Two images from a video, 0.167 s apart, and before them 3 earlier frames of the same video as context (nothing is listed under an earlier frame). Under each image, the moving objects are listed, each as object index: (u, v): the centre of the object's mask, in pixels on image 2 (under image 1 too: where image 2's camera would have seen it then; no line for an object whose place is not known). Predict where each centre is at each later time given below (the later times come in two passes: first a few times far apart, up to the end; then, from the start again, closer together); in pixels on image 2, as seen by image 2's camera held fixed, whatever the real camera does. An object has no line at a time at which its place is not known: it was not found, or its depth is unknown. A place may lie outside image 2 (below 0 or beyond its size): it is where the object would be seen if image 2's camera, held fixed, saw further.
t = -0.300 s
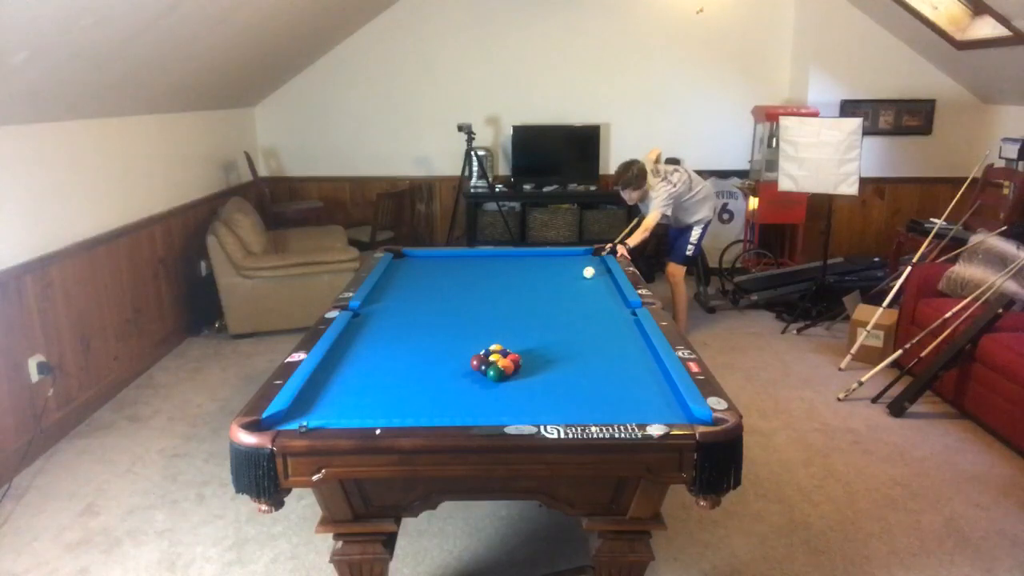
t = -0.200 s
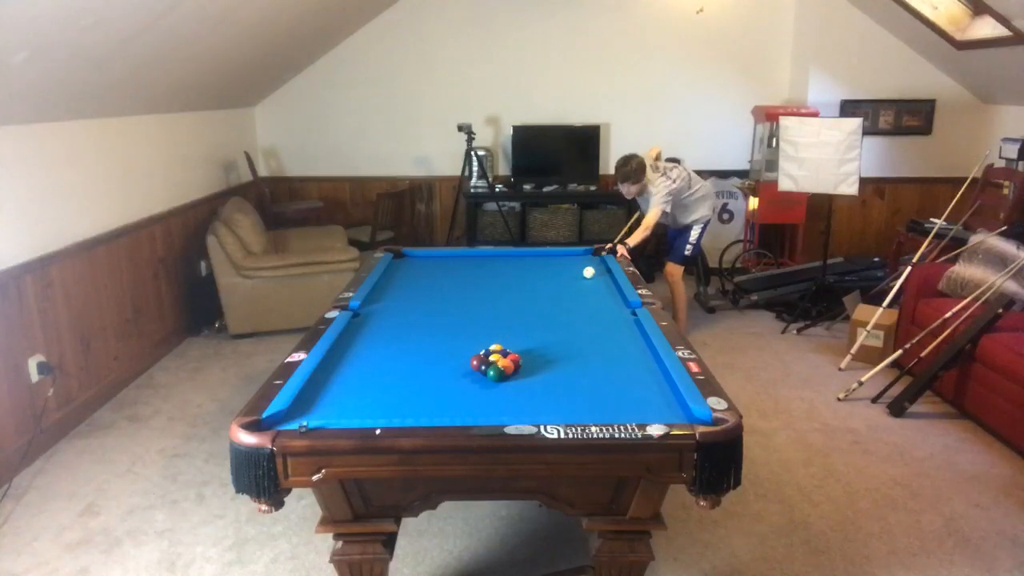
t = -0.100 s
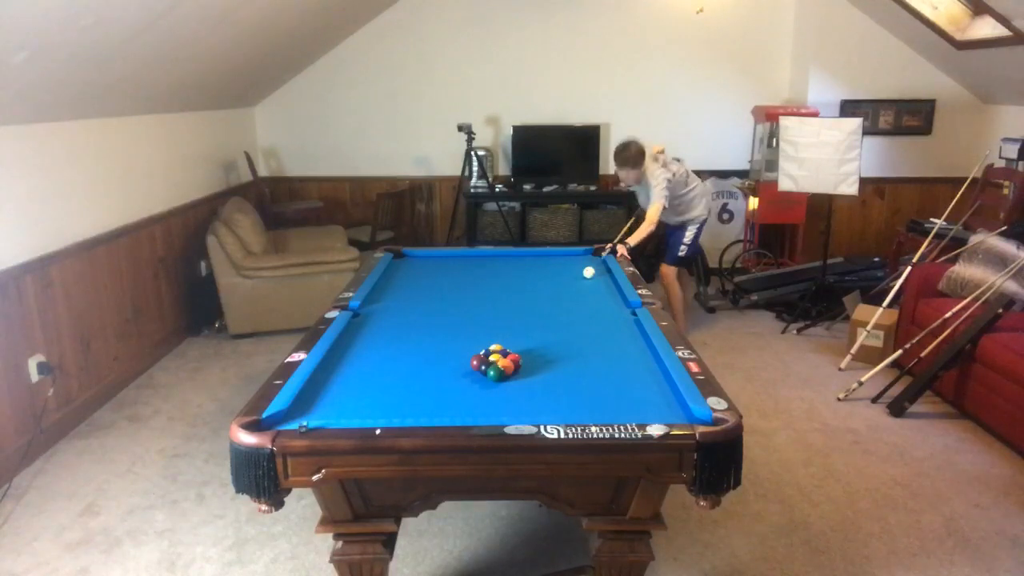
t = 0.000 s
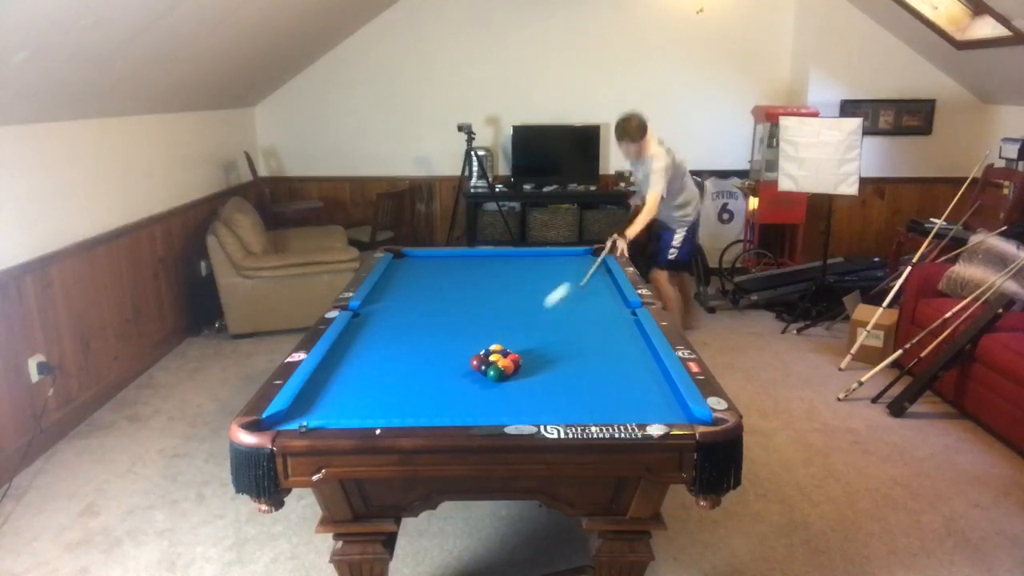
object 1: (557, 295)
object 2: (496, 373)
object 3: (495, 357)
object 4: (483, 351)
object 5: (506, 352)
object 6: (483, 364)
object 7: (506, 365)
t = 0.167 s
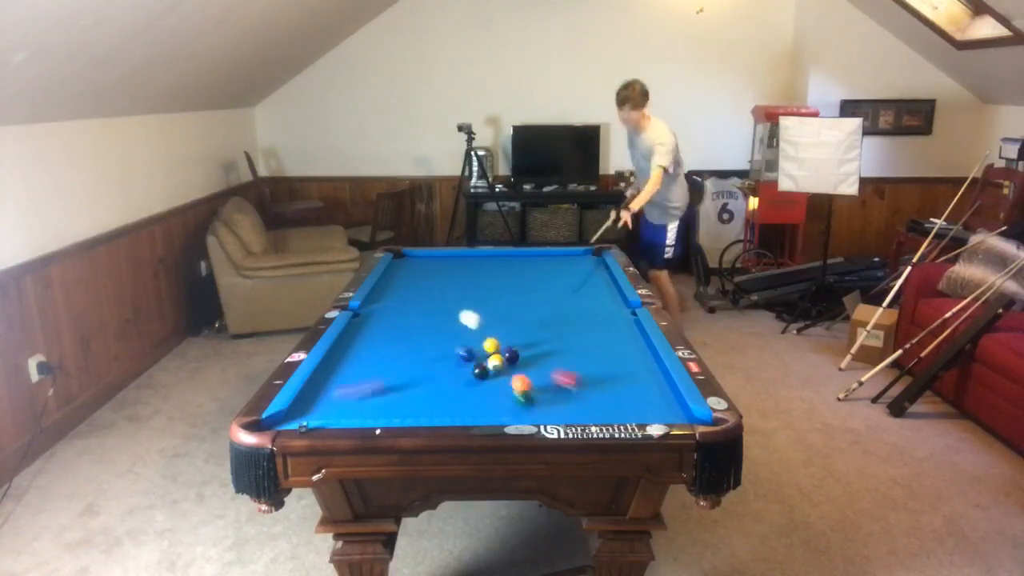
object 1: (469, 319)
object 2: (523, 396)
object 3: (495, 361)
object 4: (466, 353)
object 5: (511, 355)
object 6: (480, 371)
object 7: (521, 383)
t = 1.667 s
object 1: (468, 317)
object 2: (417, 324)
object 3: (495, 365)
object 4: (432, 312)
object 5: (584, 323)
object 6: (382, 413)
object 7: (511, 314)
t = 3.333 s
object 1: (542, 323)
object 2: (414, 279)
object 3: (495, 365)
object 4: (485, 272)
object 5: (609, 294)
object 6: (360, 402)
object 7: (500, 271)
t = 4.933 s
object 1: (561, 323)
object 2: (444, 258)
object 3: (496, 365)
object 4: (479, 253)
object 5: (592, 286)
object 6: (361, 401)
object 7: (505, 255)
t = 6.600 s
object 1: (561, 323)
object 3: (496, 365)
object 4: (463, 253)
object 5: (592, 286)
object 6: (361, 401)
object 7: (514, 255)
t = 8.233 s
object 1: (561, 323)
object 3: (496, 365)
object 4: (463, 253)
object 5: (592, 286)
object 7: (514, 255)
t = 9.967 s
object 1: (561, 323)
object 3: (495, 365)
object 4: (460, 253)
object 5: (592, 286)
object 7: (514, 255)
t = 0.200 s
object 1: (459, 314)
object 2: (537, 408)
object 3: (496, 362)
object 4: (458, 352)
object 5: (512, 355)
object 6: (478, 372)
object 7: (528, 391)
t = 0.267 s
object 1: (438, 312)
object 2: (553, 410)
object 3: (496, 363)
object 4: (448, 349)
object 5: (517, 354)
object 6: (474, 374)
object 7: (540, 401)
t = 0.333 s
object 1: (419, 322)
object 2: (570, 408)
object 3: (496, 364)
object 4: (436, 346)
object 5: (521, 352)
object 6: (469, 376)
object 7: (535, 392)
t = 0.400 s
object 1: (400, 318)
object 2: (582, 403)
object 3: (496, 364)
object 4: (424, 344)
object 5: (524, 351)
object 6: (464, 379)
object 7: (532, 384)
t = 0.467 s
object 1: (383, 316)
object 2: (594, 397)
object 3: (496, 364)
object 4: (413, 342)
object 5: (528, 350)
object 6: (460, 381)
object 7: (529, 377)
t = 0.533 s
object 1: (367, 315)
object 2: (605, 391)
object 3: (496, 365)
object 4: (403, 339)
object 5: (532, 349)
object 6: (455, 383)
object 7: (527, 373)
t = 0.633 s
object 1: (368, 314)
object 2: (639, 383)
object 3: (496, 365)
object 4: (387, 336)
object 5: (537, 347)
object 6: (448, 387)
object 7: (525, 365)
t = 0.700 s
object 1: (378, 315)
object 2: (660, 376)
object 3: (496, 365)
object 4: (377, 335)
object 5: (540, 346)
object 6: (444, 389)
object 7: (524, 361)
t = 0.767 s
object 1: (387, 314)
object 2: (632, 367)
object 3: (496, 365)
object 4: (367, 332)
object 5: (543, 345)
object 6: (439, 391)
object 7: (523, 357)
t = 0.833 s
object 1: (396, 314)
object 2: (612, 362)
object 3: (496, 365)
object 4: (356, 329)
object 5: (546, 345)
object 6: (435, 393)
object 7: (521, 353)
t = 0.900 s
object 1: (405, 314)
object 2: (595, 358)
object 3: (496, 365)
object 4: (351, 328)
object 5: (549, 344)
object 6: (430, 396)
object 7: (520, 349)
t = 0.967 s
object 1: (413, 314)
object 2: (576, 353)
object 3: (495, 365)
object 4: (360, 326)
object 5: (552, 342)
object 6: (425, 398)
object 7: (519, 346)
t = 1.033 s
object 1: (422, 314)
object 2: (561, 347)
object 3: (495, 365)
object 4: (368, 326)
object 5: (555, 338)
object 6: (420, 400)
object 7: (518, 342)
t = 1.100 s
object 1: (430, 314)
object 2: (542, 345)
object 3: (495, 365)
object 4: (377, 323)
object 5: (558, 340)
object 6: (416, 402)
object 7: (517, 339)
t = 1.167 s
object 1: (435, 314)
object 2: (528, 341)
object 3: (495, 365)
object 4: (384, 322)
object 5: (561, 337)
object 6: (412, 405)
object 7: (516, 335)
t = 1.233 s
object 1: (440, 314)
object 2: (510, 339)
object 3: (496, 365)
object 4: (390, 320)
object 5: (565, 335)
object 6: (407, 407)
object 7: (516, 330)
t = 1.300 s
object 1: (444, 315)
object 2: (495, 336)
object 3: (496, 365)
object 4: (397, 319)
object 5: (568, 333)
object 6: (403, 408)
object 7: (515, 328)
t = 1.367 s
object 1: (449, 315)
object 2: (480, 334)
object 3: (496, 365)
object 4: (403, 317)
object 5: (571, 331)
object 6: (398, 409)
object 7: (514, 326)
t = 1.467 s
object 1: (455, 315)
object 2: (458, 329)
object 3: (496, 365)
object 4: (414, 315)
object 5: (576, 326)
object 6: (392, 412)
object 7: (512, 322)
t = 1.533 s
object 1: (459, 316)
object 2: (444, 328)
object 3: (496, 365)
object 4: (420, 314)
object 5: (579, 326)
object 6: (387, 413)
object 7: (512, 319)
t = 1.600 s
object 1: (463, 316)
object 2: (430, 325)
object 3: (496, 365)
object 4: (427, 313)
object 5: (582, 325)
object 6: (383, 414)
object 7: (511, 316)
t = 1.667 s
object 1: (468, 317)
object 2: (417, 324)
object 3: (495, 365)
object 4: (432, 312)
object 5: (584, 323)
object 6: (382, 413)
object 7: (511, 314)
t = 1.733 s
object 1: (471, 317)
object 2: (404, 321)
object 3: (495, 365)
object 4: (438, 310)
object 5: (587, 321)
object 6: (380, 413)
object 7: (510, 311)
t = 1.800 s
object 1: (475, 317)
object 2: (391, 319)
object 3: (495, 365)
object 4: (443, 309)
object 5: (589, 319)
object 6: (378, 412)
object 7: (509, 309)
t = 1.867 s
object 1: (479, 318)
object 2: (378, 318)
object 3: (495, 365)
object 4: (449, 308)
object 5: (591, 318)
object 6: (377, 412)
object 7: (509, 306)
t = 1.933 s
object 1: (483, 318)
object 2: (365, 314)
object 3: (495, 365)
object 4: (454, 306)
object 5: (594, 316)
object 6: (375, 411)
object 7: (508, 304)
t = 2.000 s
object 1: (486, 318)
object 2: (363, 313)
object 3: (495, 365)
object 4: (460, 305)
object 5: (596, 314)
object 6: (374, 410)
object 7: (508, 302)
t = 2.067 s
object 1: (490, 319)
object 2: (365, 311)
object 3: (495, 365)
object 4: (464, 304)
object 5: (599, 313)
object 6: (372, 410)
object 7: (507, 300)
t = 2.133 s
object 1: (493, 319)
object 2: (370, 309)
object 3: (495, 365)
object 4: (469, 303)
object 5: (601, 312)
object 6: (371, 410)
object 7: (507, 298)
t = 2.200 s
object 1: (497, 319)
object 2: (373, 307)
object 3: (495, 365)
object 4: (475, 302)
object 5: (603, 310)
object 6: (370, 409)
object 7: (507, 296)
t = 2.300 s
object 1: (502, 320)
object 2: (378, 304)
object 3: (495, 365)
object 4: (482, 300)
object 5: (606, 308)
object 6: (368, 408)
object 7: (506, 294)
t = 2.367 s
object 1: (505, 320)
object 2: (381, 302)
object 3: (495, 365)
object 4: (483, 297)
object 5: (608, 307)
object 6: (367, 407)
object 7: (506, 291)
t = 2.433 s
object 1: (508, 320)
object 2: (383, 299)
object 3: (495, 365)
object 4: (483, 295)
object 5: (609, 306)
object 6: (366, 407)
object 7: (505, 290)
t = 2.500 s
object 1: (512, 321)
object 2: (387, 298)
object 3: (495, 365)
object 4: (483, 293)
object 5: (611, 304)
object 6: (365, 406)
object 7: (505, 288)
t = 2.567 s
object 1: (515, 321)
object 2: (389, 296)
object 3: (495, 365)
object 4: (483, 292)
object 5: (613, 303)
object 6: (365, 406)
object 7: (504, 287)
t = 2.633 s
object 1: (517, 321)
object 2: (392, 294)
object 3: (495, 365)
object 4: (483, 290)
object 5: (615, 302)
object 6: (364, 405)
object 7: (504, 285)
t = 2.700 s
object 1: (520, 321)
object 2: (395, 293)
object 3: (495, 365)
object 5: (616, 301)
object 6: (363, 405)
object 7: (503, 283)
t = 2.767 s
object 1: (523, 321)
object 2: (396, 291)
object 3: (495, 365)
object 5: (618, 300)
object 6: (362, 405)
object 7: (503, 282)
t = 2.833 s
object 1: (525, 321)
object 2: (399, 289)
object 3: (495, 365)
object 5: (619, 299)
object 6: (362, 404)
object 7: (503, 280)
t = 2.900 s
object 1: (528, 322)
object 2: (402, 289)
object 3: (495, 365)
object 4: (485, 282)
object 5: (618, 298)
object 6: (361, 403)
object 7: (502, 279)
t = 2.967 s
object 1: (530, 322)
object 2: (402, 287)
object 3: (495, 365)
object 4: (484, 280)
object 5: (617, 297)
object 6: (361, 403)
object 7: (502, 277)
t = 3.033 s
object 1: (533, 322)
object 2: (405, 284)
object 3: (495, 365)
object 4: (484, 278)
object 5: (616, 297)
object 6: (360, 403)
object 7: (501, 276)
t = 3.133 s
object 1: (536, 322)
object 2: (409, 283)
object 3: (495, 365)
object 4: (485, 276)
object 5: (614, 296)
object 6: (361, 402)
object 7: (501, 274)
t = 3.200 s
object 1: (538, 322)
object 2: (410, 281)
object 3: (495, 365)
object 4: (485, 274)
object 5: (612, 295)
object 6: (360, 402)
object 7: (500, 273)
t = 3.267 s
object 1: (540, 322)
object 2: (412, 280)
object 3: (495, 365)
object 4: (485, 273)
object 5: (611, 295)
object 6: (360, 402)
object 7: (500, 272)
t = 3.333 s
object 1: (542, 323)
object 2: (414, 279)
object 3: (495, 365)
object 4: (485, 272)
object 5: (609, 294)
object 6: (360, 402)
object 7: (500, 271)
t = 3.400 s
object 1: (544, 323)
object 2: (415, 279)
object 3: (495, 365)
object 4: (486, 270)
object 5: (608, 293)
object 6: (360, 402)
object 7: (499, 269)
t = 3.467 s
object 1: (546, 323)
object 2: (417, 276)
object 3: (495, 365)
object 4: (486, 269)
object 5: (607, 293)
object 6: (360, 401)
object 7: (499, 268)
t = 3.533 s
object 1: (548, 323)
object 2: (420, 275)
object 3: (495, 365)
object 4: (485, 268)
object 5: (606, 292)
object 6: (361, 401)
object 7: (499, 267)
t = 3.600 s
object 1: (549, 323)
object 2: (421, 275)
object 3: (495, 365)
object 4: (486, 265)
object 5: (605, 292)
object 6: (361, 401)
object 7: (498, 266)
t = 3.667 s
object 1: (550, 323)
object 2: (422, 274)
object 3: (496, 365)
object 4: (487, 264)
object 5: (604, 291)
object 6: (361, 401)
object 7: (498, 265)
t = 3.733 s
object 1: (552, 323)
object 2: (424, 272)
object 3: (496, 365)
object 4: (485, 263)
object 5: (603, 291)
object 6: (361, 401)
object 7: (498, 264)
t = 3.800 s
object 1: (553, 323)
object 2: (425, 271)
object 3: (496, 365)
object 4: (486, 262)
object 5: (602, 290)
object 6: (361, 401)
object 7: (497, 263)
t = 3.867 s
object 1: (554, 323)
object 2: (427, 270)
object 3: (495, 365)
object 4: (487, 261)
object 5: (601, 290)
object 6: (361, 401)
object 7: (497, 262)
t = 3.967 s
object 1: (556, 323)
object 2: (428, 269)
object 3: (495, 365)
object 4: (487, 260)
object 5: (600, 289)
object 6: (361, 401)
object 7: (497, 261)
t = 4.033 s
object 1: (557, 323)
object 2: (430, 268)
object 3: (496, 365)
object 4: (487, 259)
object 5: (599, 289)
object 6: (361, 401)
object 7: (496, 260)
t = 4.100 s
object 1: (558, 323)
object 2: (432, 267)
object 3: (495, 365)
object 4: (487, 258)
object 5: (598, 289)
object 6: (361, 401)
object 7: (496, 259)
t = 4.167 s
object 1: (559, 323)
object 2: (433, 267)
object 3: (495, 365)
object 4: (486, 255)
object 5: (598, 288)
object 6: (361, 401)
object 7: (495, 258)
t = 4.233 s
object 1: (559, 323)
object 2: (434, 265)
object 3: (496, 365)
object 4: (487, 254)
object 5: (597, 288)
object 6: (361, 401)
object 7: (495, 258)
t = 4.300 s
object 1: (560, 323)
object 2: (436, 264)
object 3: (496, 365)
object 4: (487, 254)
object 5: (596, 288)
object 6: (361, 401)
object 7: (495, 257)
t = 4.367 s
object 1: (561, 323)
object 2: (437, 263)
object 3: (496, 365)
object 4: (486, 253)
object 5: (596, 288)
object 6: (361, 401)
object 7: (495, 256)
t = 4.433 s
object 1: (561, 323)
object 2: (438, 263)
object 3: (496, 365)
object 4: (486, 253)
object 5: (595, 287)
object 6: (361, 401)
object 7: (494, 255)
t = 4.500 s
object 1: (561, 323)
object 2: (439, 263)
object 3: (496, 365)
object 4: (486, 253)
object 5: (595, 287)
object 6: (361, 401)
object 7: (495, 255)
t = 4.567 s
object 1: (561, 323)
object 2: (439, 262)
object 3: (496, 365)
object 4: (486, 253)
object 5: (594, 287)
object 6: (361, 401)
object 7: (497, 255)
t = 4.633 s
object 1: (561, 323)
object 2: (441, 261)
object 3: (496, 365)
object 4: (486, 253)
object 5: (594, 287)
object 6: (361, 401)
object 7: (498, 255)
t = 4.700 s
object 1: (561, 323)
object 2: (442, 260)
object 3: (496, 365)
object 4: (485, 253)
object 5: (593, 287)
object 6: (361, 401)
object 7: (499, 255)
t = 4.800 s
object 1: (562, 323)
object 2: (443, 259)
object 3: (496, 365)
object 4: (482, 253)
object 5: (593, 286)
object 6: (361, 401)
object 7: (502, 255)
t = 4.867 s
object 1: (561, 323)
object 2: (444, 259)
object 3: (496, 365)
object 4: (479, 253)
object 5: (592, 286)
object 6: (361, 401)
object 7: (503, 255)
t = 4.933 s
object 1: (561, 323)
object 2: (444, 258)
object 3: (496, 365)
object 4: (479, 253)
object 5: (592, 286)
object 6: (361, 401)
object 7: (505, 255)
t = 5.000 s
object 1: (561, 323)
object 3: (496, 365)
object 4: (478, 253)
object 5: (592, 286)
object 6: (361, 401)
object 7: (506, 255)
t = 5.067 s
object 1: (561, 323)
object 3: (496, 365)
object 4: (477, 253)
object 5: (592, 286)
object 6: (361, 401)
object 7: (507, 255)
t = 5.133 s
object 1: (561, 323)
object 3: (496, 365)
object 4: (477, 253)
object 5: (592, 286)
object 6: (361, 401)
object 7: (508, 255)
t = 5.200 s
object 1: (561, 323)
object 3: (496, 365)
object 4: (476, 253)
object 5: (592, 286)
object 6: (361, 401)
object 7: (509, 255)
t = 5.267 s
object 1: (561, 323)
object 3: (496, 365)
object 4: (475, 253)
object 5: (592, 286)
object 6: (361, 401)
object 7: (509, 255)
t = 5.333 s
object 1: (561, 323)
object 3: (496, 365)
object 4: (474, 253)
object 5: (592, 286)
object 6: (361, 401)
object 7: (510, 255)
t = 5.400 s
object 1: (561, 323)
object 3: (496, 365)
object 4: (473, 253)
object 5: (592, 286)
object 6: (361, 401)
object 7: (511, 255)
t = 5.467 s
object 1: (561, 323)
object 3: (496, 365)
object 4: (471, 253)
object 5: (592, 286)
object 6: (361, 401)
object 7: (511, 255)
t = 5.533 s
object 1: (561, 323)
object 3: (496, 365)
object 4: (471, 253)
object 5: (592, 286)
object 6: (361, 401)
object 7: (512, 255)
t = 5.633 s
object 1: (561, 323)
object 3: (496, 365)
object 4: (467, 253)
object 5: (592, 286)
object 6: (361, 401)
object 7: (513, 255)
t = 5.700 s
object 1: (561, 323)
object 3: (496, 365)
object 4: (466, 253)
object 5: (592, 286)
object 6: (361, 401)
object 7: (513, 255)
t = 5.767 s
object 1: (561, 323)
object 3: (496, 365)
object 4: (467, 253)
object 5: (592, 286)
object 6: (361, 401)
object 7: (513, 255)
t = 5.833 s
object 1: (561, 323)
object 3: (496, 365)
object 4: (464, 253)
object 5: (592, 286)
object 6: (361, 401)
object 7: (514, 255)
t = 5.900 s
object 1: (561, 323)
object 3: (496, 365)
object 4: (465, 253)
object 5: (592, 286)
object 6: (361, 401)
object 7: (514, 255)
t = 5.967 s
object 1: (561, 323)
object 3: (496, 365)
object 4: (463, 253)
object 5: (592, 286)
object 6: (361, 401)
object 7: (514, 255)
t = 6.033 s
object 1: (561, 323)
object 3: (496, 365)
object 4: (464, 252)
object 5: (592, 286)
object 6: (361, 401)
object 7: (514, 255)
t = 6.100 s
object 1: (561, 323)
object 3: (496, 365)
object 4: (464, 252)
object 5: (592, 286)
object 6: (361, 401)
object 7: (514, 255)
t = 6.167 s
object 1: (561, 323)
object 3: (496, 365)
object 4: (463, 252)
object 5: (592, 286)
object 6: (361, 401)
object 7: (514, 255)
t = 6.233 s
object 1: (561, 323)
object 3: (496, 365)
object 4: (463, 252)
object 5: (592, 286)
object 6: (361, 401)
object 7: (514, 255)
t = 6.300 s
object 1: (561, 323)
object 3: (496, 365)
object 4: (463, 252)
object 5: (592, 286)
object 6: (361, 401)
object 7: (514, 255)
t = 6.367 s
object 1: (561, 323)
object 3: (496, 365)
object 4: (463, 252)
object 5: (592, 286)
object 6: (361, 401)
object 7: (514, 255)
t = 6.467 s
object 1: (561, 323)
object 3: (496, 365)
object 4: (463, 252)
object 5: (592, 286)
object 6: (361, 401)
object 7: (514, 255)
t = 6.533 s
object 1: (561, 323)
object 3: (496, 365)
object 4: (463, 253)
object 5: (592, 286)
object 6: (361, 401)
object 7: (514, 255)
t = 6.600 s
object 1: (561, 323)
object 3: (496, 365)
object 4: (463, 253)
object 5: (592, 286)
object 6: (361, 401)
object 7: (514, 255)
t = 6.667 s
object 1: (561, 323)
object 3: (496, 365)
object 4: (463, 253)
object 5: (592, 286)
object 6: (361, 401)
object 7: (514, 255)
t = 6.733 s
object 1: (561, 323)
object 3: (496, 365)
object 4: (463, 253)
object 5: (592, 286)
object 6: (361, 401)
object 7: (514, 255)
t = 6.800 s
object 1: (561, 323)
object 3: (496, 365)
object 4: (463, 253)
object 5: (592, 286)
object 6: (361, 401)
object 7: (514, 255)
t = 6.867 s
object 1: (561, 323)
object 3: (496, 365)
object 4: (463, 253)
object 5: (592, 286)
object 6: (361, 401)
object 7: (514, 255)
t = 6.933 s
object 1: (561, 323)
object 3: (496, 365)
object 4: (463, 253)
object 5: (592, 286)
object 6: (361, 401)
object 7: (514, 255)
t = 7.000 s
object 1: (561, 323)
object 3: (496, 365)
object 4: (463, 253)
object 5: (592, 286)
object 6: (361, 401)
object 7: (514, 255)
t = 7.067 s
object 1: (561, 323)
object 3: (496, 365)
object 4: (463, 253)
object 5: (592, 286)
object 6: (361, 401)
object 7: (514, 255)
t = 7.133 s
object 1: (561, 323)
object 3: (495, 365)
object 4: (463, 253)
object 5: (592, 286)
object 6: (361, 401)
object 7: (514, 255)
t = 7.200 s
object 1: (561, 323)
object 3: (495, 365)
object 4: (463, 253)
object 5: (592, 286)
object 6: (361, 401)
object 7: (514, 255)
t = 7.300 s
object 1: (561, 323)
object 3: (495, 365)
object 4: (463, 253)
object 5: (592, 286)
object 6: (361, 401)
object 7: (514, 255)
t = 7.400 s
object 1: (561, 323)
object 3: (495, 365)
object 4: (463, 253)
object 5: (592, 286)
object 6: (361, 401)
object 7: (514, 255)
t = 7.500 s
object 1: (561, 323)
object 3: (495, 365)
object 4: (464, 253)
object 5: (592, 286)
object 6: (361, 401)
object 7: (514, 255)
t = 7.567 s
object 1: (561, 323)
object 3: (495, 365)
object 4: (464, 253)
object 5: (592, 286)
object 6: (361, 401)
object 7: (514, 255)
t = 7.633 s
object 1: (561, 323)
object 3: (495, 365)
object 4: (464, 253)
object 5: (592, 286)
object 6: (361, 401)
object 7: (514, 255)
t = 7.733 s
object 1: (561, 323)
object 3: (495, 365)
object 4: (464, 253)
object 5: (592, 286)
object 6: (361, 401)
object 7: (514, 255)
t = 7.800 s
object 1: (561, 323)
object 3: (495, 365)
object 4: (464, 253)
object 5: (592, 286)
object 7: (514, 255)
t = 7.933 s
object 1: (561, 323)
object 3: (496, 365)
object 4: (463, 253)
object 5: (592, 286)
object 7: (514, 255)
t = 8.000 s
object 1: (561, 323)
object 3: (495, 365)
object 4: (463, 253)
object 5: (592, 286)
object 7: (514, 255)
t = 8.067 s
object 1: (561, 323)
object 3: (496, 365)
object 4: (463, 253)
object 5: (592, 286)
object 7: (514, 255)
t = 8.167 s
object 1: (561, 323)
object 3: (496, 365)
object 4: (463, 253)
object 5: (592, 286)
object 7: (514, 255)
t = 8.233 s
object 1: (561, 323)
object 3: (496, 365)
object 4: (463, 253)
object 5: (592, 286)
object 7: (514, 255)
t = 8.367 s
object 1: (561, 323)
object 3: (496, 365)
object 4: (463, 253)
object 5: (592, 286)
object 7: (514, 255)
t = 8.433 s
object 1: (561, 323)
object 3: (496, 365)
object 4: (463, 253)
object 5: (592, 286)
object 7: (514, 255)
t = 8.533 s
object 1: (561, 323)
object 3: (496, 365)
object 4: (463, 253)
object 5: (592, 286)
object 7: (514, 255)
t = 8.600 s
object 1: (561, 323)
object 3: (496, 365)
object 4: (463, 253)
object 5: (592, 286)
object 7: (514, 255)
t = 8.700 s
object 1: (561, 323)
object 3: (496, 365)
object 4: (462, 253)
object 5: (592, 286)
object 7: (514, 255)
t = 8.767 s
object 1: (561, 323)
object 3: (496, 365)
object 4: (462, 253)
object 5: (592, 286)
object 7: (514, 255)
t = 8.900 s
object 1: (561, 323)
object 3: (496, 365)
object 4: (461, 253)
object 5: (592, 286)
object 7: (514, 255)
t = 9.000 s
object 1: (561, 323)
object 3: (496, 365)
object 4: (461, 253)
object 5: (592, 286)
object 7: (514, 255)
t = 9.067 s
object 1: (561, 323)
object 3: (496, 365)
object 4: (460, 253)
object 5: (592, 286)
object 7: (514, 255)
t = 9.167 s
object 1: (561, 323)
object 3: (495, 365)
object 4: (460, 253)
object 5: (592, 286)
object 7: (514, 255)
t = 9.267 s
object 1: (561, 323)
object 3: (495, 365)
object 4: (461, 253)
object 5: (592, 286)
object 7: (514, 255)
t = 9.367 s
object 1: (561, 323)
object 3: (495, 365)
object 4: (461, 253)
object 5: (592, 286)
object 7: (514, 255)
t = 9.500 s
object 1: (561, 323)
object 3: (495, 365)
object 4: (461, 253)
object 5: (592, 286)
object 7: (514, 255)
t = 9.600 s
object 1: (561, 323)
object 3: (495, 365)
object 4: (462, 253)
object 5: (592, 286)
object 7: (514, 255)
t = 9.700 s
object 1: (561, 323)
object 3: (495, 365)
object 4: (461, 253)
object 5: (592, 286)
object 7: (514, 255)
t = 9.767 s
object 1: (561, 323)
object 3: (495, 365)
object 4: (461, 253)
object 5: (592, 286)
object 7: (514, 255)
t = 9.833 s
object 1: (561, 323)
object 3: (495, 365)
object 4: (461, 253)
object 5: (592, 286)
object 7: (514, 255)
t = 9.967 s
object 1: (561, 323)
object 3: (495, 365)
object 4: (460, 253)
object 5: (592, 286)
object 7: (514, 255)
